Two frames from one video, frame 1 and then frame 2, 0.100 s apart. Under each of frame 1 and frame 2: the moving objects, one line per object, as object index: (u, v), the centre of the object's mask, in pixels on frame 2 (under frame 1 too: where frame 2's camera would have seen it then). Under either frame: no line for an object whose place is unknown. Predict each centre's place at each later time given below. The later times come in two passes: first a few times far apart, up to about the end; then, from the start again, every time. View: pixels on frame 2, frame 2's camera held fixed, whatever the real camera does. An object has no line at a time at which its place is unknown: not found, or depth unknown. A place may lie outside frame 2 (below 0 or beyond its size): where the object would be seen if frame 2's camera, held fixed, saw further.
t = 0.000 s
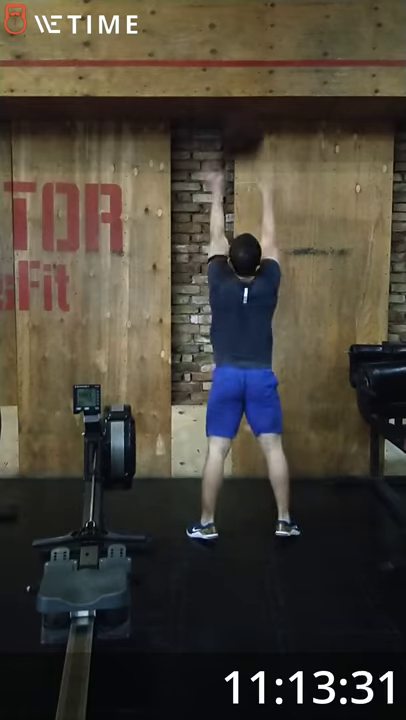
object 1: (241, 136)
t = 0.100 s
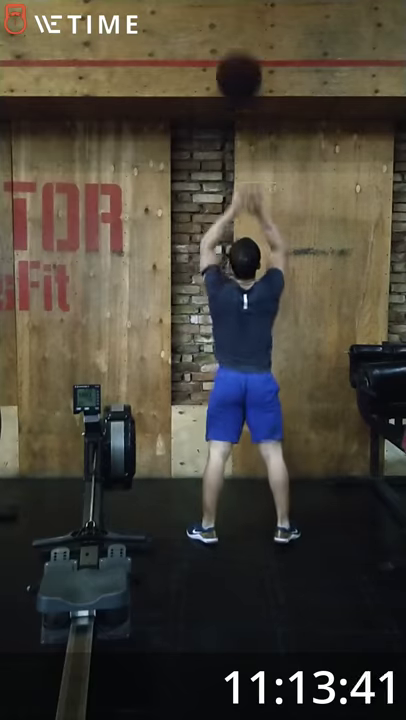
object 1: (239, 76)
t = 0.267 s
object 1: (235, 21)
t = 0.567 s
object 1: (232, 19)
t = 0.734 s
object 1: (230, 74)
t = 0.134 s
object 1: (238, 60)
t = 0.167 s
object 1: (237, 47)
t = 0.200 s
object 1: (237, 36)
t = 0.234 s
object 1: (236, 26)
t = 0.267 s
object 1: (235, 21)
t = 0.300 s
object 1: (234, 17)
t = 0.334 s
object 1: (233, 16)
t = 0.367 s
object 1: (233, 14)
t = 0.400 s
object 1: (233, 13)
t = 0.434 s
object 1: (232, 12)
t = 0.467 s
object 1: (233, 13)
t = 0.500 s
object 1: (232, 14)
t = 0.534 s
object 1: (232, 16)
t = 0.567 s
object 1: (232, 19)
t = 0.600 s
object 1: (232, 24)
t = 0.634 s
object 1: (231, 33)
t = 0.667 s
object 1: (231, 45)
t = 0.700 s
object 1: (231, 58)
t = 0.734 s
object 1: (230, 74)
